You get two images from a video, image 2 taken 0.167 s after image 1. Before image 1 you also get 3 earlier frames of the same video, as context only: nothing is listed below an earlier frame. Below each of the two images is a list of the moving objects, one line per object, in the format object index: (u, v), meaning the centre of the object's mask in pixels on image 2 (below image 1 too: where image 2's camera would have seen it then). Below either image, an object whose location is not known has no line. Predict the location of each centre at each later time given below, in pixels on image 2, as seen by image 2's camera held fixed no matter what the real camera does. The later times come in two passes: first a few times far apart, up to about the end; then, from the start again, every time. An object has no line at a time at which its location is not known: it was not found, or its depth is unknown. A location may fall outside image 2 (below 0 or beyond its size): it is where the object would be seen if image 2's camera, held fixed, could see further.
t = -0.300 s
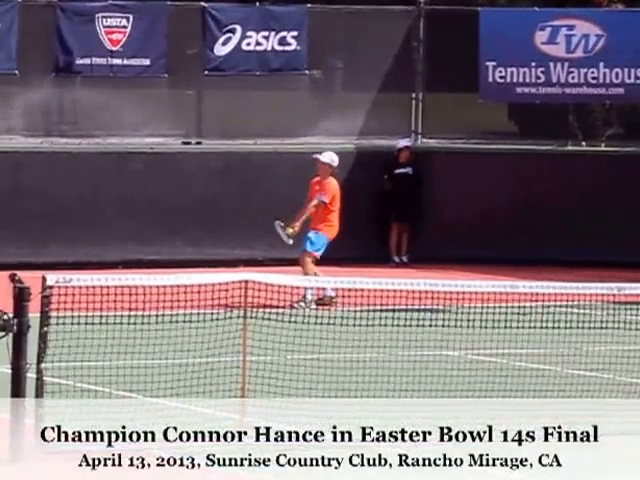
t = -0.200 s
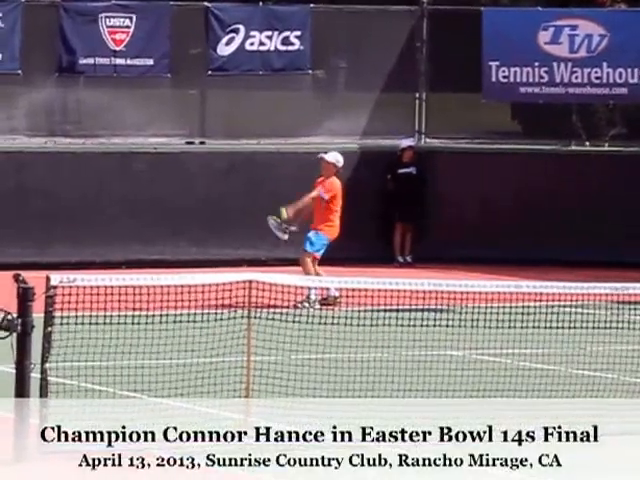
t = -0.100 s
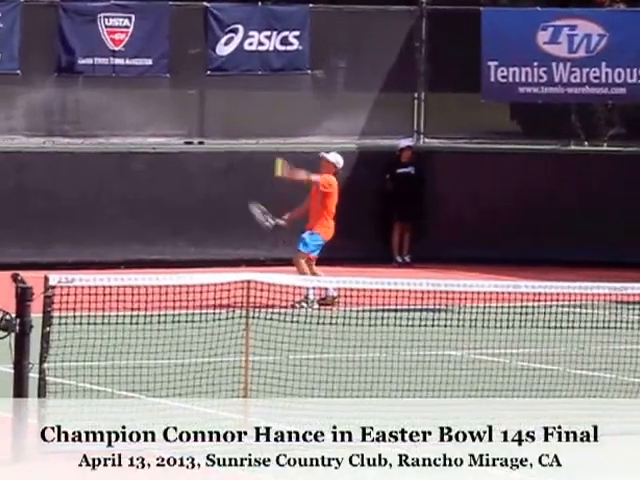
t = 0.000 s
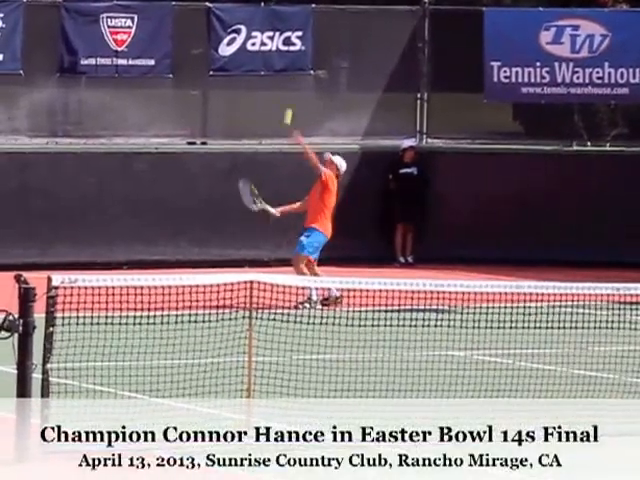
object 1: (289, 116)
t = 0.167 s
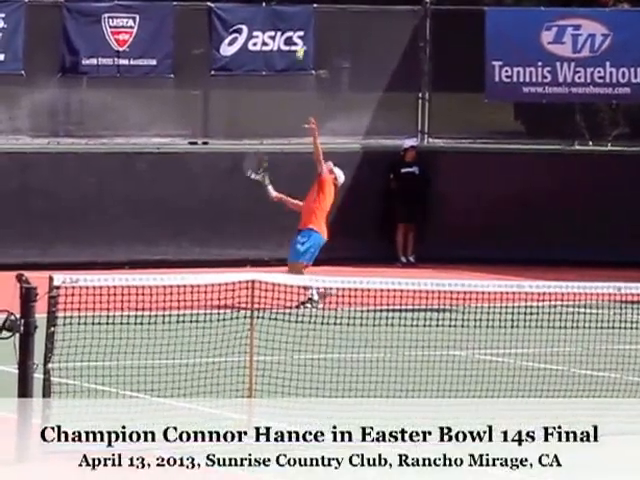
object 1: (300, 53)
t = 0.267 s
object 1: (306, 26)
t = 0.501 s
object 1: (318, 5)
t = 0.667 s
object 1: (328, 21)
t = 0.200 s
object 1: (302, 43)
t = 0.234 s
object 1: (304, 34)
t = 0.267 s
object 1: (306, 26)
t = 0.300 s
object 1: (308, 20)
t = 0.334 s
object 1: (310, 15)
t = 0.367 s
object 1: (312, 11)
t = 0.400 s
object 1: (314, 8)
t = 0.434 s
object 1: (315, 5)
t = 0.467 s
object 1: (317, 5)
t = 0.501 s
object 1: (318, 5)
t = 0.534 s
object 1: (321, 6)
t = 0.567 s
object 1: (323, 8)
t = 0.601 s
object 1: (324, 11)
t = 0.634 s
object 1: (327, 15)
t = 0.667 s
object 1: (328, 21)
